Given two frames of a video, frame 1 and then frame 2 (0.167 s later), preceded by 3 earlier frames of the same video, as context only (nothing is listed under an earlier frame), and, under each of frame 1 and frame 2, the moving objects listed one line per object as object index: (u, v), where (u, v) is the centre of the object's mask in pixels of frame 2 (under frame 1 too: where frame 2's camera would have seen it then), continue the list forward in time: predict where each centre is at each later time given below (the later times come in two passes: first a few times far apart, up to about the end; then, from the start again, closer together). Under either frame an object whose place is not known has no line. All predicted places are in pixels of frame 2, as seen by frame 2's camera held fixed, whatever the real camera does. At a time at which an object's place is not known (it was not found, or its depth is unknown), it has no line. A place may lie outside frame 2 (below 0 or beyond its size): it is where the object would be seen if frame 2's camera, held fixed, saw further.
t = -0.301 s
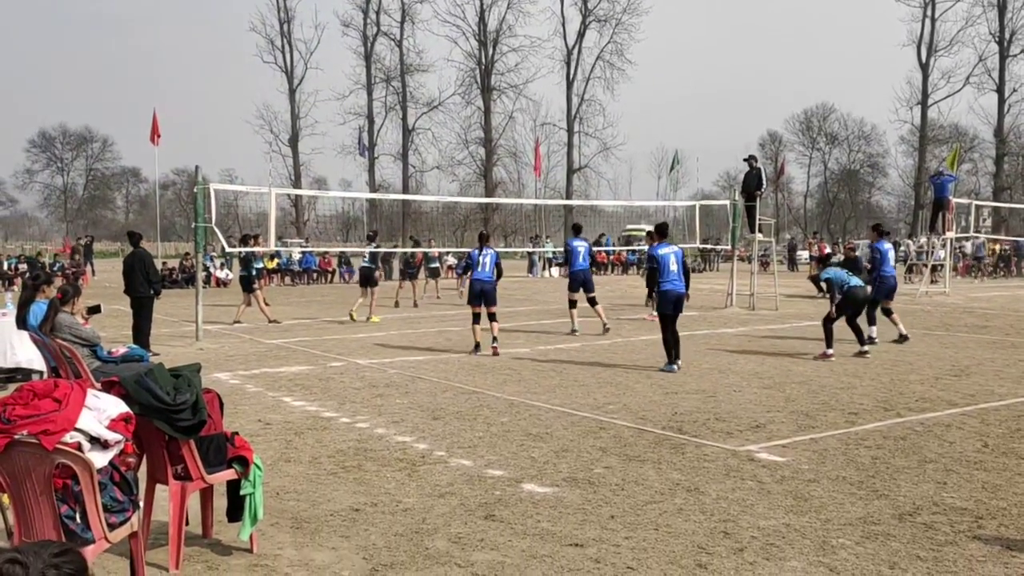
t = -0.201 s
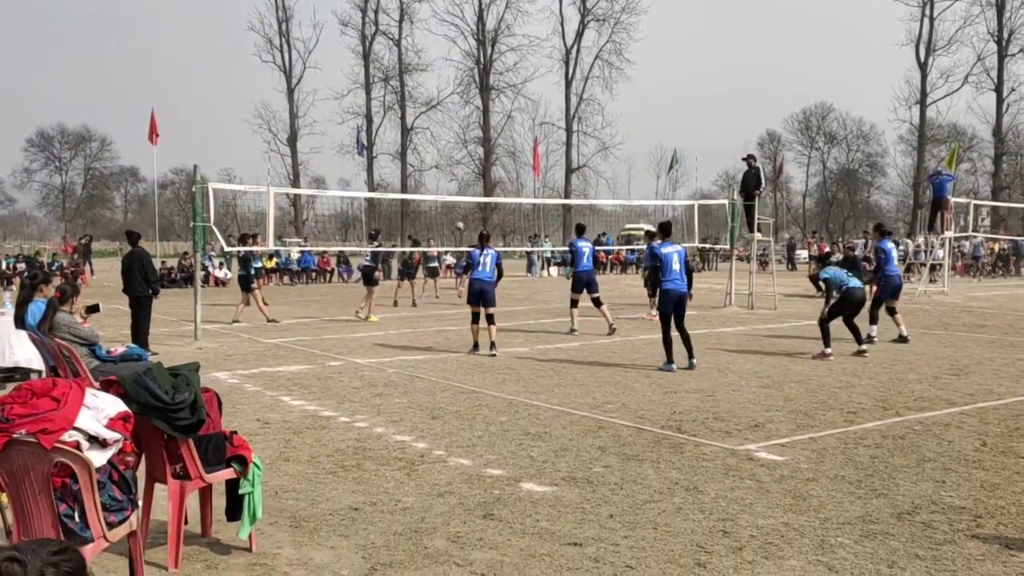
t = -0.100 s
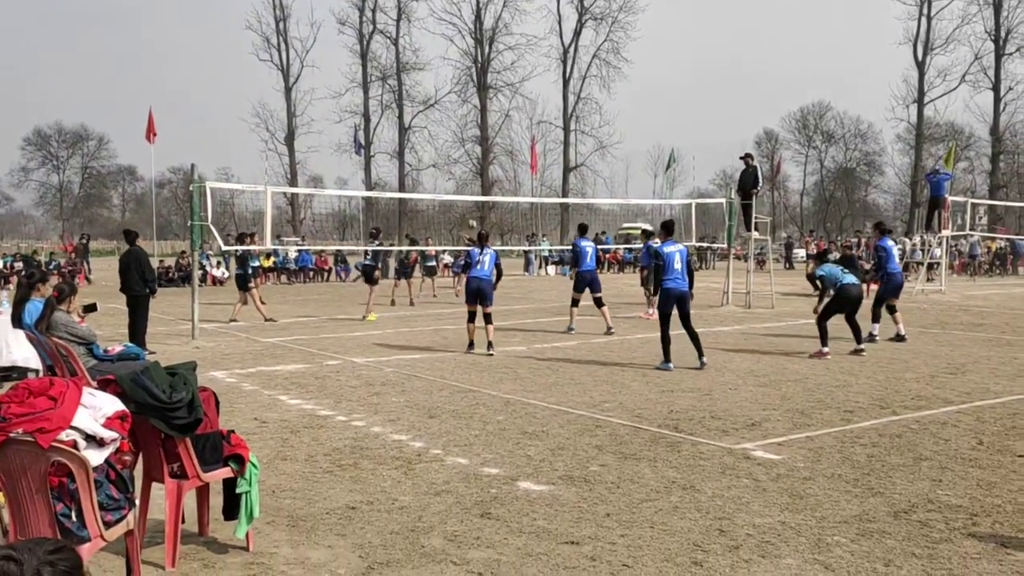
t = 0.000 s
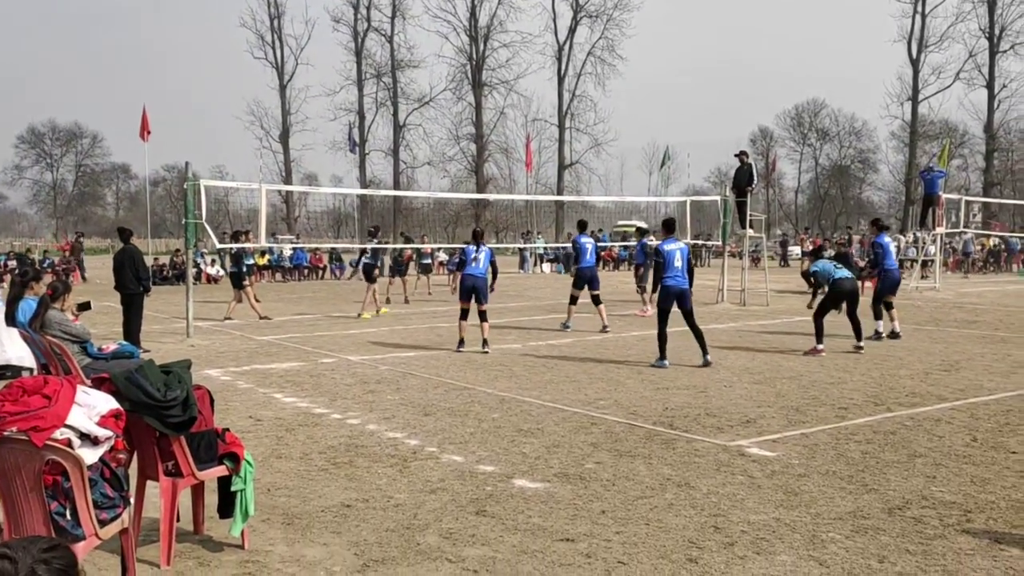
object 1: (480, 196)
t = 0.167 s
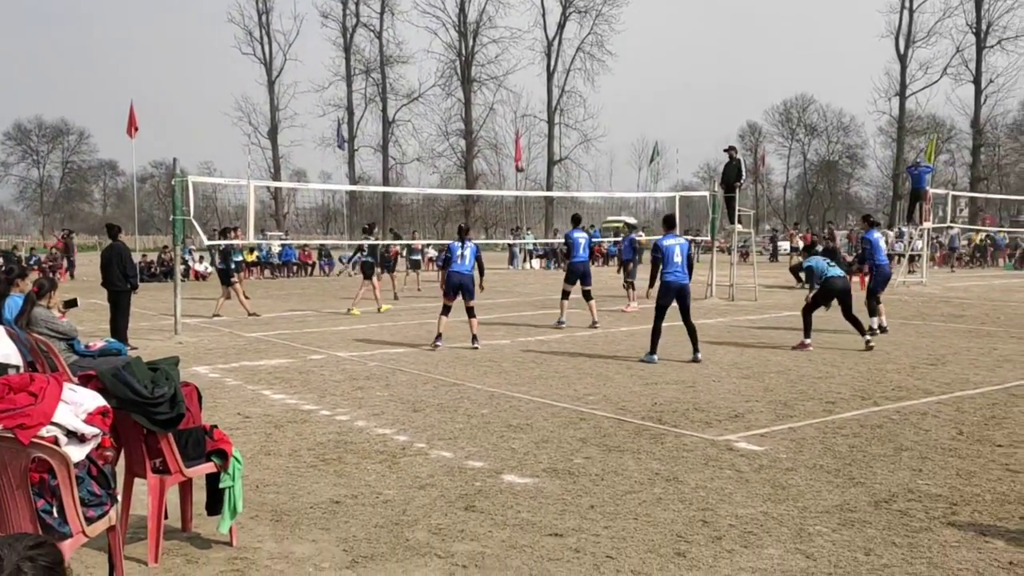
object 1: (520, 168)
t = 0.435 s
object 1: (601, 147)
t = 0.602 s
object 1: (664, 155)
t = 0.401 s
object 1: (590, 147)
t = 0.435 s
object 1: (601, 147)
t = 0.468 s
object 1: (613, 147)
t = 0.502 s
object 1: (626, 148)
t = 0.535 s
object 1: (638, 149)
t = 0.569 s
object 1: (652, 152)
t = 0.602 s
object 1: (664, 155)
